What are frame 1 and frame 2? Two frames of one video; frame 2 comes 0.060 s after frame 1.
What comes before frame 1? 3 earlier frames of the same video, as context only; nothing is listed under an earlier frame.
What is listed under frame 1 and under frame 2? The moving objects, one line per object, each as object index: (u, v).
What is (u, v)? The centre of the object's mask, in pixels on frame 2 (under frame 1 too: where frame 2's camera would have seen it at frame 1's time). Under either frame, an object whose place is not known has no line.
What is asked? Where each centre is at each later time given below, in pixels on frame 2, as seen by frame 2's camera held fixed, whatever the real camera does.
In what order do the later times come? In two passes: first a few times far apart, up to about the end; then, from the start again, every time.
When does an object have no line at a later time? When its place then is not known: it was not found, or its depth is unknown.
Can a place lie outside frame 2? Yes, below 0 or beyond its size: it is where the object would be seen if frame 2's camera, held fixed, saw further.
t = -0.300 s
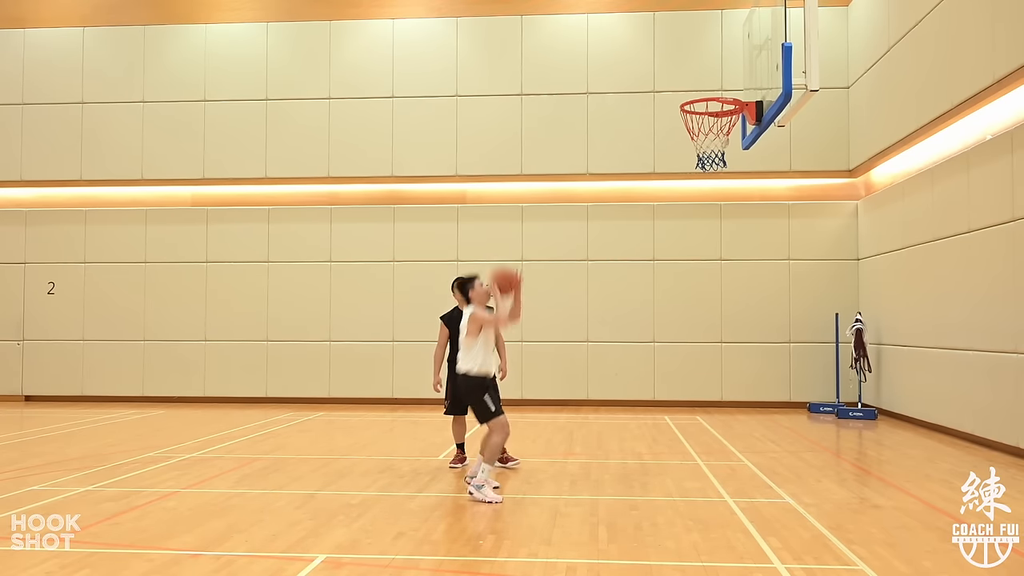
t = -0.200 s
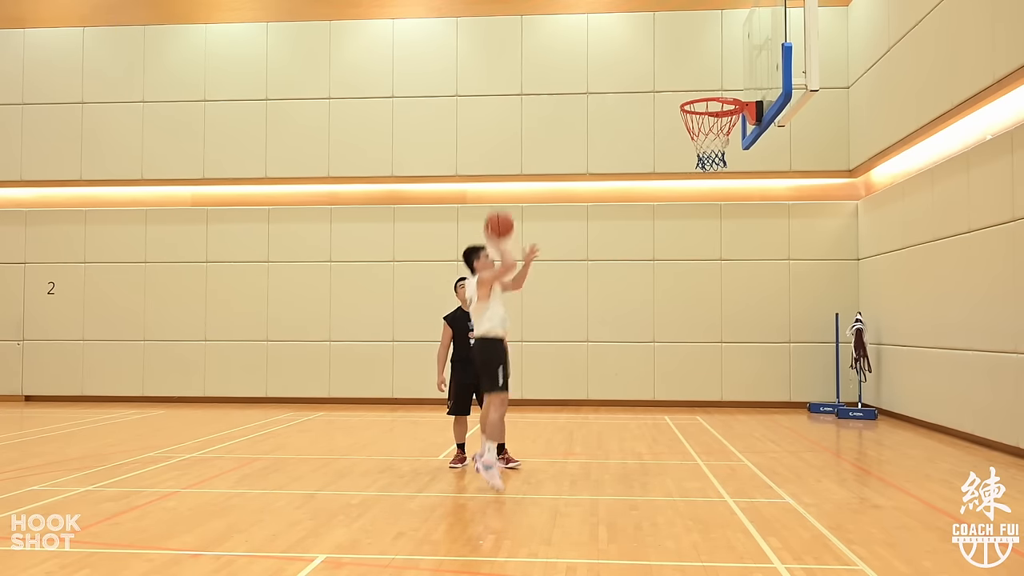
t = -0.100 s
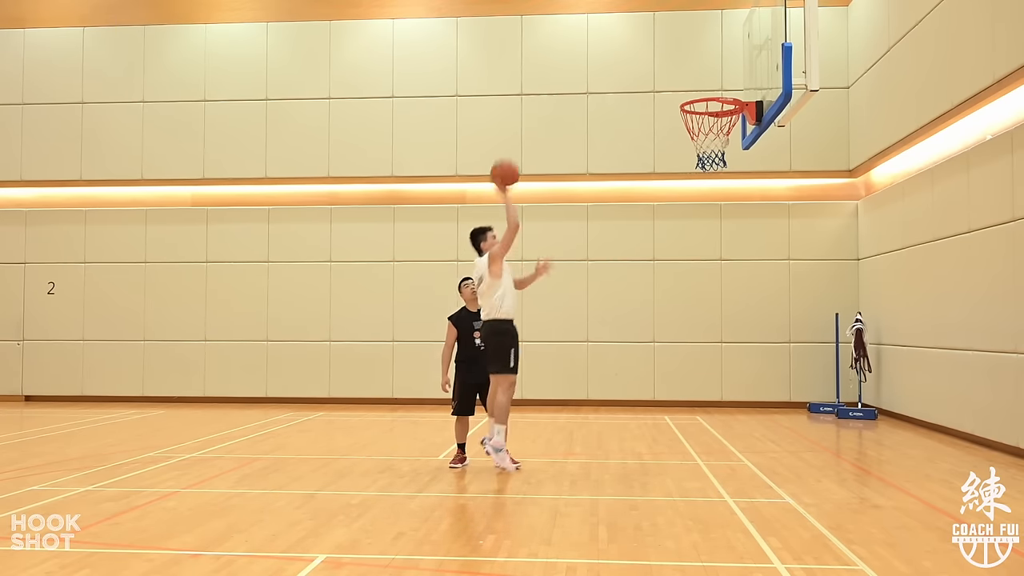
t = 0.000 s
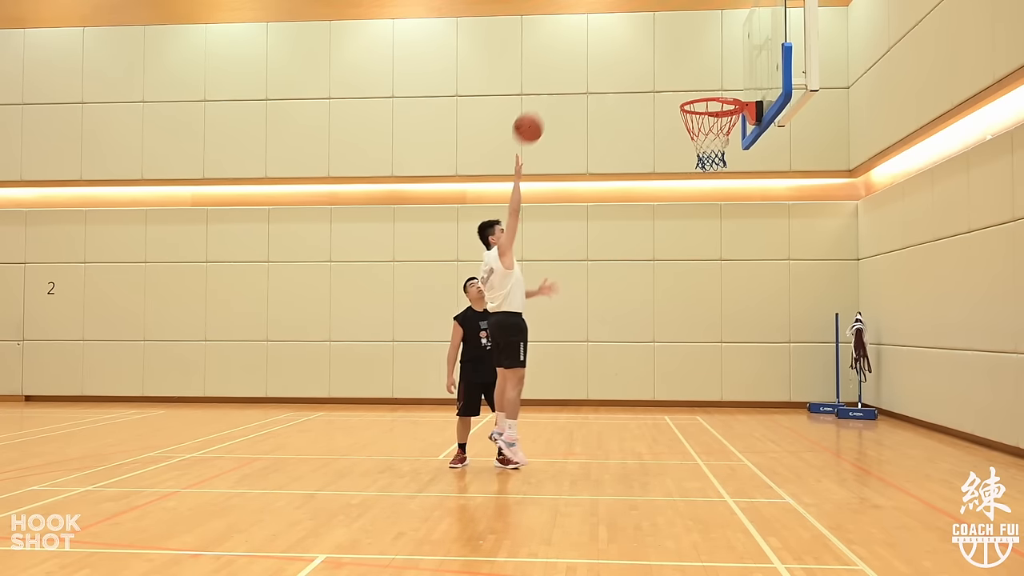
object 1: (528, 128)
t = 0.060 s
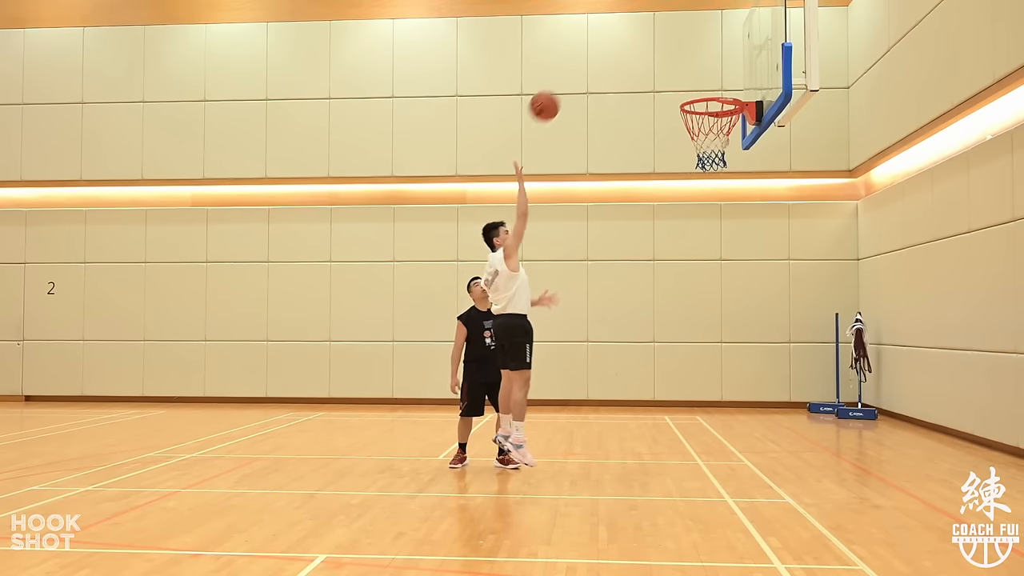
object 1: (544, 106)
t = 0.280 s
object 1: (605, 61)
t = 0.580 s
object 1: (687, 87)
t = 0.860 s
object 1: (723, 112)
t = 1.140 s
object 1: (720, 176)
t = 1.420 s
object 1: (708, 316)
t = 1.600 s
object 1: (701, 454)
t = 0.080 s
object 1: (550, 99)
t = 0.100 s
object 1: (555, 93)
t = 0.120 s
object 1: (561, 87)
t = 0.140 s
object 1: (566, 82)
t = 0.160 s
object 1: (572, 78)
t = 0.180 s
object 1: (577, 74)
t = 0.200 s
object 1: (583, 70)
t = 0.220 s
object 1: (588, 67)
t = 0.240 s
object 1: (594, 65)
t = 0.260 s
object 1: (599, 63)
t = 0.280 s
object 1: (605, 61)
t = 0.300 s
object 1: (611, 60)
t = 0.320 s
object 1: (616, 59)
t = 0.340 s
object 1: (622, 59)
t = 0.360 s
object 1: (627, 59)
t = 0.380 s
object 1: (633, 60)
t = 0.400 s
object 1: (639, 61)
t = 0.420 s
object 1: (644, 63)
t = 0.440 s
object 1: (650, 65)
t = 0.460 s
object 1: (655, 68)
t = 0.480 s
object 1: (661, 71)
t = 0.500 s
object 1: (667, 74)
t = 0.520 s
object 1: (672, 78)
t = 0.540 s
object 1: (678, 83)
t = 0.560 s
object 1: (683, 88)
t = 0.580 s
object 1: (687, 87)
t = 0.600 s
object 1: (689, 85)
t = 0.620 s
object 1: (692, 84)
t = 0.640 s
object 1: (695, 84)
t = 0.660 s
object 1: (697, 83)
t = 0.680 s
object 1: (700, 83)
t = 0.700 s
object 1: (703, 84)
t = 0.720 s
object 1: (706, 84)
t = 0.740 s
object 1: (708, 85)
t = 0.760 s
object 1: (711, 86)
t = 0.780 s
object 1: (714, 87)
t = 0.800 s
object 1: (716, 94)
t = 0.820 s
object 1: (718, 98)
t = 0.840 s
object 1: (721, 104)
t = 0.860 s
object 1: (723, 112)
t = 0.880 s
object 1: (724, 114)
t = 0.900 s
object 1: (725, 117)
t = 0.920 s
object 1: (726, 120)
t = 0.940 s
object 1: (726, 124)
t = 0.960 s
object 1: (726, 129)
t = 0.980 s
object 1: (726, 134)
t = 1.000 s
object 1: (726, 139)
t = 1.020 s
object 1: (726, 143)
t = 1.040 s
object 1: (725, 148)
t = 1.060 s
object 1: (724, 154)
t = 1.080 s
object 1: (723, 158)
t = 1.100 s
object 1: (722, 163)
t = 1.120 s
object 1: (720, 170)
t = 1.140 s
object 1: (720, 176)
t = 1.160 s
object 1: (719, 183)
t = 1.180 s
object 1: (718, 191)
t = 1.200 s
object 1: (717, 198)
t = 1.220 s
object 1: (716, 206)
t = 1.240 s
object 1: (715, 215)
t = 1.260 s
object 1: (715, 224)
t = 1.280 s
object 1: (714, 234)
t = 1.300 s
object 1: (713, 244)
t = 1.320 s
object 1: (712, 255)
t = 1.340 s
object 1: (711, 266)
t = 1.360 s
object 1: (710, 278)
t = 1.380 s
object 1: (709, 290)
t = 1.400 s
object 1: (709, 303)
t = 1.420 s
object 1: (708, 316)
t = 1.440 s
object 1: (707, 329)
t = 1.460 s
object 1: (706, 343)
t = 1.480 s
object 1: (706, 358)
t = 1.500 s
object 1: (705, 373)
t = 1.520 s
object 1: (704, 387)
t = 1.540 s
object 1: (702, 402)
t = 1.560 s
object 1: (703, 419)
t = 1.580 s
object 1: (701, 437)
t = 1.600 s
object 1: (701, 454)
